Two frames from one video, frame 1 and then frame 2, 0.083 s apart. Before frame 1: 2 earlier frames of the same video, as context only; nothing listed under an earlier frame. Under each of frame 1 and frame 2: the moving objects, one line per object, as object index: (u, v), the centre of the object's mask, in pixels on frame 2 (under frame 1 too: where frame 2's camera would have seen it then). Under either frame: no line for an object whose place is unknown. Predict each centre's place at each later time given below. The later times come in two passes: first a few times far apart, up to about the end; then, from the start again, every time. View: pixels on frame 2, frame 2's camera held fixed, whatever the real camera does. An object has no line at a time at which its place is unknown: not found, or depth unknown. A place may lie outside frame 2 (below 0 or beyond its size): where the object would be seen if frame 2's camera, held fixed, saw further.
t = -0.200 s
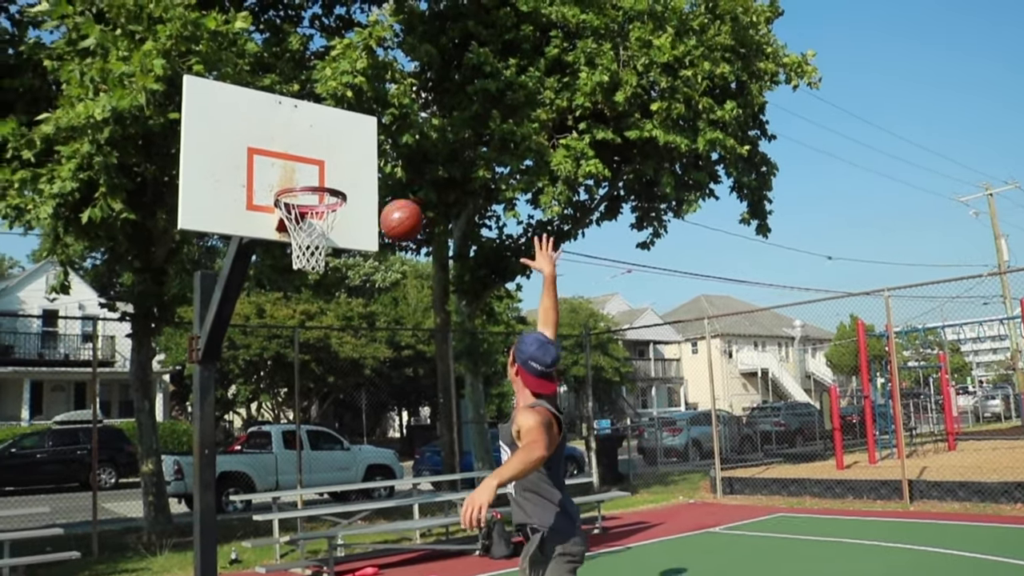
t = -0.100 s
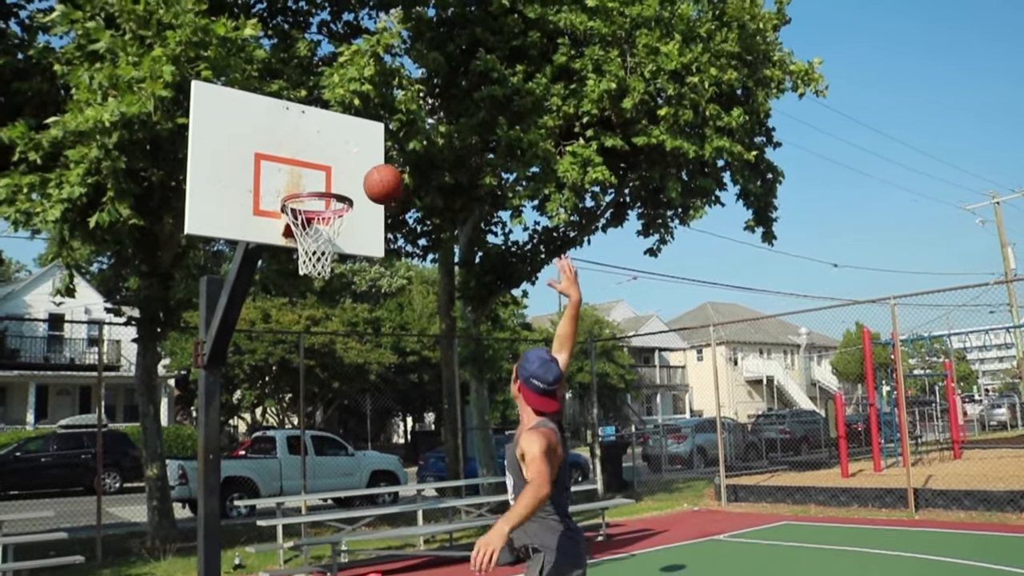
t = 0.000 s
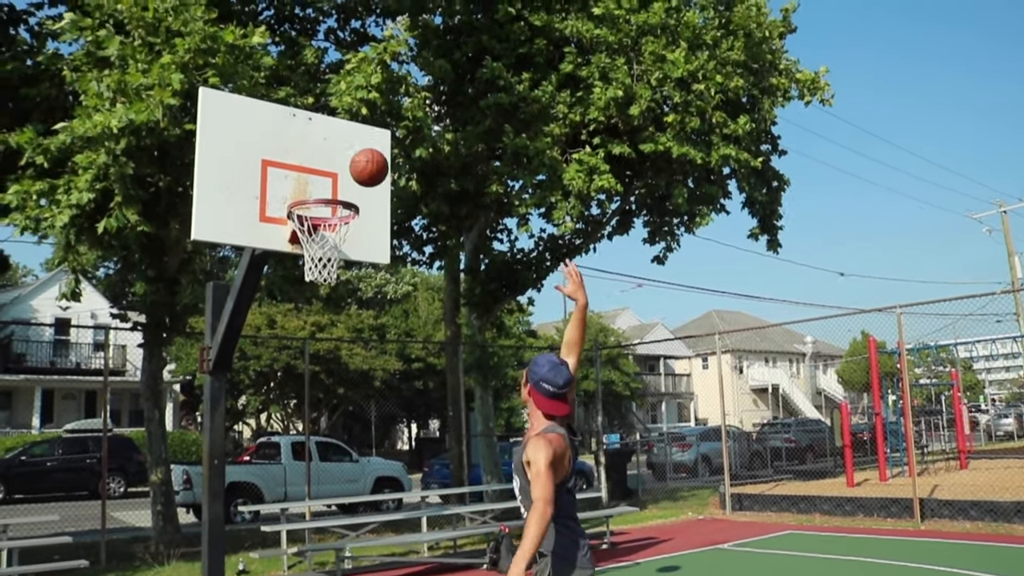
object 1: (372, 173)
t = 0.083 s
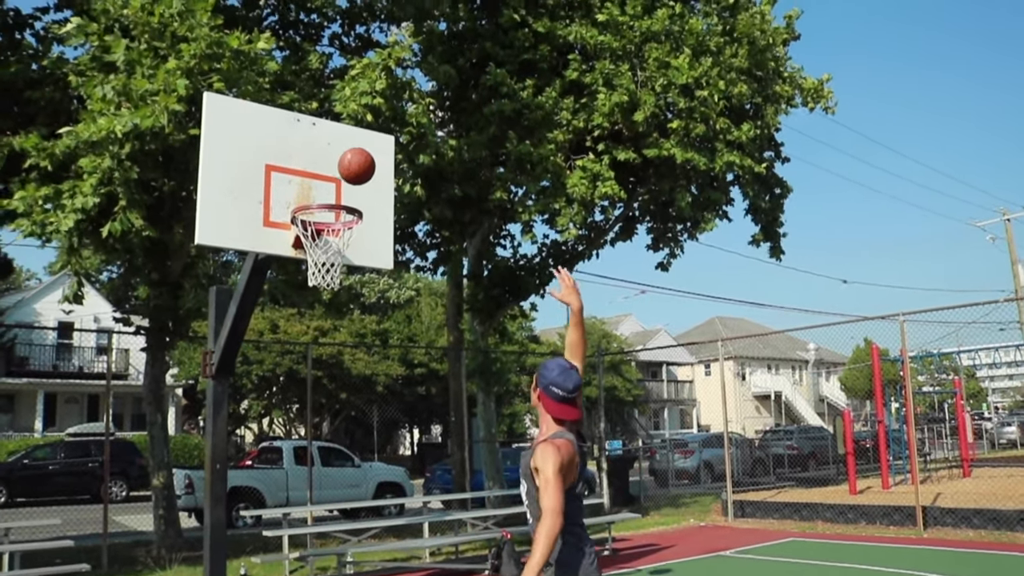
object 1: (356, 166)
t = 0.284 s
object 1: (321, 190)
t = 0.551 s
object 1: (348, 183)
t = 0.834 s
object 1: (347, 190)
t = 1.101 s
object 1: (347, 190)
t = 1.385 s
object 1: (334, 226)
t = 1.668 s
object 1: (320, 346)
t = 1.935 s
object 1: (307, 565)
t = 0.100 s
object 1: (353, 166)
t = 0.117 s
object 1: (350, 167)
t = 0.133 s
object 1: (347, 167)
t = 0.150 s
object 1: (344, 168)
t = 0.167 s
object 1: (341, 170)
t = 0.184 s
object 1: (338, 172)
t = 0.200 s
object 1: (335, 174)
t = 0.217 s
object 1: (332, 177)
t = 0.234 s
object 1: (330, 180)
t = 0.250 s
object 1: (327, 183)
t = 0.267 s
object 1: (324, 187)
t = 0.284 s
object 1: (321, 190)
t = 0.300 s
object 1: (318, 192)
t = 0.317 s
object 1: (315, 195)
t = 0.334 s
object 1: (313, 202)
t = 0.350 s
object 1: (311, 205)
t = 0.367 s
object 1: (317, 204)
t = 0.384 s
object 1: (322, 202)
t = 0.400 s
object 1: (327, 198)
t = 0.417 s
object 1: (332, 197)
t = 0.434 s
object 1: (337, 198)
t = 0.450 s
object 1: (342, 198)
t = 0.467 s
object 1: (347, 198)
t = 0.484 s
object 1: (347, 196)
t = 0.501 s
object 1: (347, 192)
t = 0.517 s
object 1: (347, 189)
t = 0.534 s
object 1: (348, 186)
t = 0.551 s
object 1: (348, 183)
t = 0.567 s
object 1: (348, 180)
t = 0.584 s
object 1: (347, 178)
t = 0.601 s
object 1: (348, 176)
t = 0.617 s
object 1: (348, 175)
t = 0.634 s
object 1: (348, 174)
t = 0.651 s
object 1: (347, 173)
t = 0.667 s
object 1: (347, 173)
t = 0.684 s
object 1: (347, 173)
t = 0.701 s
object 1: (347, 173)
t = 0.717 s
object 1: (347, 174)
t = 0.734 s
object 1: (347, 175)
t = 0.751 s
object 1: (347, 177)
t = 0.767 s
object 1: (347, 179)
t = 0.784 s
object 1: (347, 181)
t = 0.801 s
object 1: (347, 184)
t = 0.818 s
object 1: (347, 187)
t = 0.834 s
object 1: (347, 190)
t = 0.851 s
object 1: (347, 192)
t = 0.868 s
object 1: (347, 190)
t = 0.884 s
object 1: (347, 188)
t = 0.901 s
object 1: (347, 186)
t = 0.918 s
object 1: (348, 185)
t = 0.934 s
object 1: (348, 185)
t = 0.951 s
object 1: (348, 184)
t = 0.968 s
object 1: (348, 184)
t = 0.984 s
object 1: (348, 184)
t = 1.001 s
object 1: (348, 185)
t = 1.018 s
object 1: (348, 186)
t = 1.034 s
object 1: (347, 187)
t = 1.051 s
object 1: (348, 189)
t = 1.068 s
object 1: (348, 191)
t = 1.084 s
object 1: (347, 190)
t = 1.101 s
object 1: (347, 190)
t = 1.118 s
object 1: (346, 190)
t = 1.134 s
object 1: (346, 191)
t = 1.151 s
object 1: (345, 191)
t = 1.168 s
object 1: (345, 192)
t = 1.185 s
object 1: (344, 193)
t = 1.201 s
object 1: (343, 194)
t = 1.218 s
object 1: (343, 194)
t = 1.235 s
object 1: (342, 195)
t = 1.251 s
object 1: (342, 196)
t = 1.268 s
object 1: (341, 197)
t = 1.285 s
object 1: (339, 203)
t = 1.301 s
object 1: (338, 206)
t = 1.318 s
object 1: (337, 210)
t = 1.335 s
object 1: (336, 214)
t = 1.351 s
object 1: (335, 221)
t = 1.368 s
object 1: (334, 223)
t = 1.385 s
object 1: (334, 226)
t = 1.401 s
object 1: (334, 230)
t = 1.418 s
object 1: (330, 235)
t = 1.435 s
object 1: (330, 238)
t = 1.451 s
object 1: (332, 245)
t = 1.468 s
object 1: (331, 252)
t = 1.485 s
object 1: (330, 260)
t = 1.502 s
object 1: (329, 264)
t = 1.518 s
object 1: (329, 273)
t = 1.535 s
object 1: (326, 283)
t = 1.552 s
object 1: (325, 290)
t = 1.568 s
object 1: (324, 295)
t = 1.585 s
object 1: (324, 302)
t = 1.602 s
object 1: (323, 310)
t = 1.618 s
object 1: (322, 319)
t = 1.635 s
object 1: (321, 328)
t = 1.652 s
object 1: (321, 337)
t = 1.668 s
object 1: (320, 346)
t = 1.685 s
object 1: (319, 356)
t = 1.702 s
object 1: (319, 367)
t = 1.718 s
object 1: (318, 378)
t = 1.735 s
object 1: (317, 389)
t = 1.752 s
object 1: (316, 402)
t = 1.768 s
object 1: (315, 415)
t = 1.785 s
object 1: (314, 428)
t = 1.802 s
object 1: (313, 442)
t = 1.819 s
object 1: (312, 456)
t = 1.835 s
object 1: (312, 470)
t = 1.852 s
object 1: (312, 485)
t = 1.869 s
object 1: (310, 500)
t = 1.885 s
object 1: (309, 516)
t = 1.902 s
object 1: (308, 532)
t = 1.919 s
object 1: (308, 548)
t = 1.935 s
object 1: (307, 565)
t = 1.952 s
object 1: (307, 582)
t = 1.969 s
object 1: (305, 601)
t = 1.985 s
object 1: (304, 619)
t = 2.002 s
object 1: (303, 637)
